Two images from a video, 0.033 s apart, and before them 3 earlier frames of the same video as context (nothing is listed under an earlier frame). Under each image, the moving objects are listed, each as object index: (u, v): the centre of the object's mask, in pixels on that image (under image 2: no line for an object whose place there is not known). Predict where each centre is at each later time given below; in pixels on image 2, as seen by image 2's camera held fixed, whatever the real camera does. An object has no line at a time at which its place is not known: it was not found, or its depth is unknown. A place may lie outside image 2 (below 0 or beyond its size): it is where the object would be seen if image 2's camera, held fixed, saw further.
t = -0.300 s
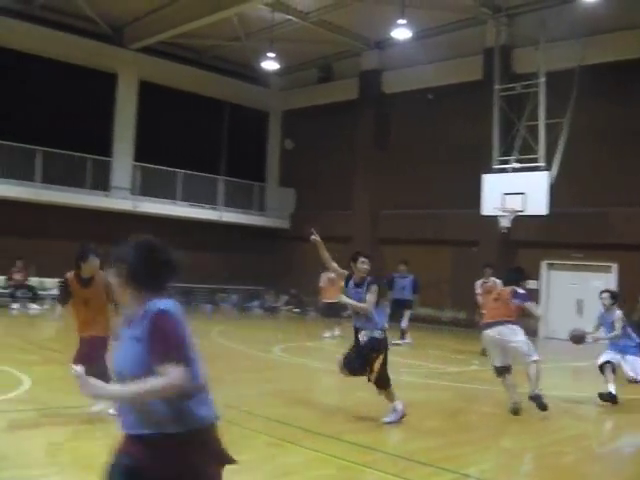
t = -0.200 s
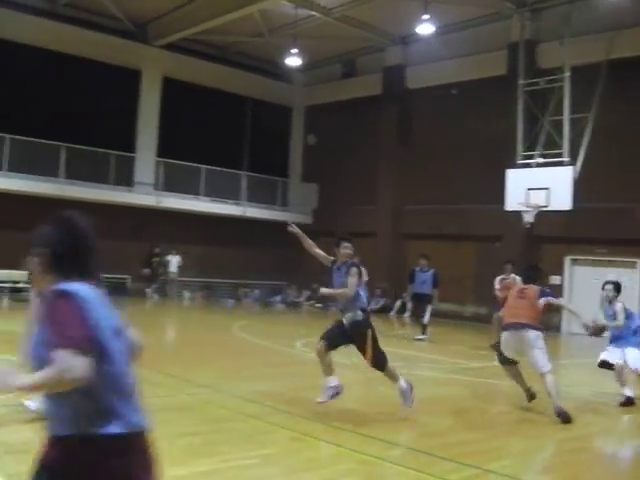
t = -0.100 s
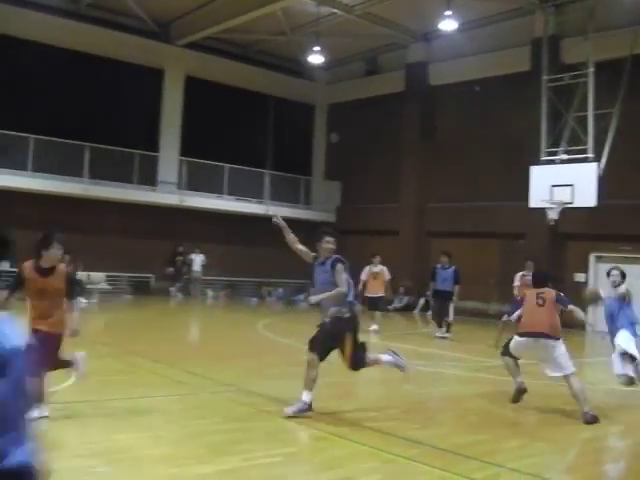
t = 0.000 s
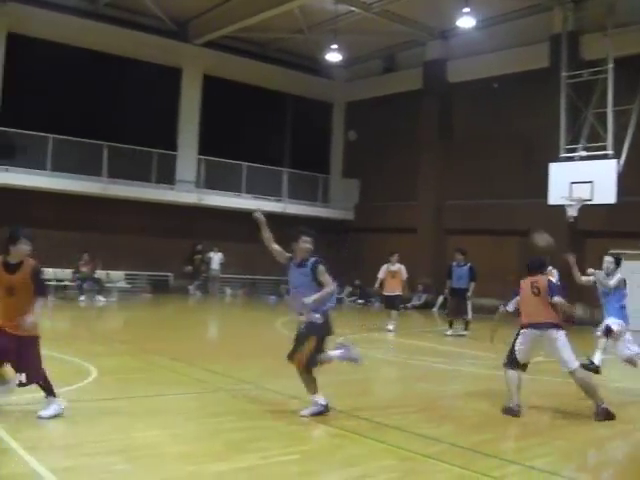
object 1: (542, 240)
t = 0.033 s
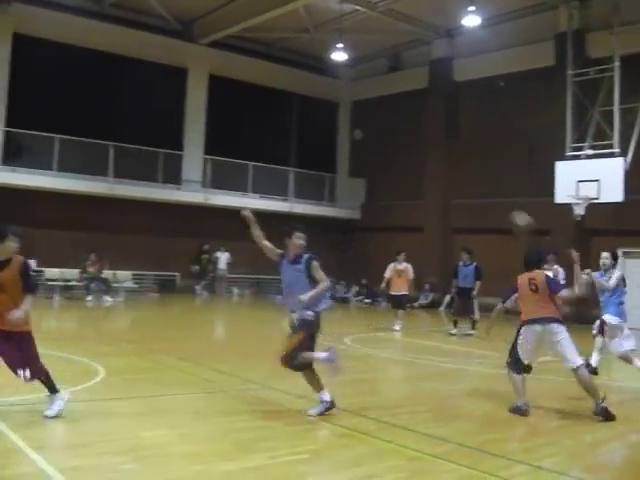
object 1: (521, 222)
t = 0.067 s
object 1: (493, 202)
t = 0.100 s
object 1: (464, 186)
